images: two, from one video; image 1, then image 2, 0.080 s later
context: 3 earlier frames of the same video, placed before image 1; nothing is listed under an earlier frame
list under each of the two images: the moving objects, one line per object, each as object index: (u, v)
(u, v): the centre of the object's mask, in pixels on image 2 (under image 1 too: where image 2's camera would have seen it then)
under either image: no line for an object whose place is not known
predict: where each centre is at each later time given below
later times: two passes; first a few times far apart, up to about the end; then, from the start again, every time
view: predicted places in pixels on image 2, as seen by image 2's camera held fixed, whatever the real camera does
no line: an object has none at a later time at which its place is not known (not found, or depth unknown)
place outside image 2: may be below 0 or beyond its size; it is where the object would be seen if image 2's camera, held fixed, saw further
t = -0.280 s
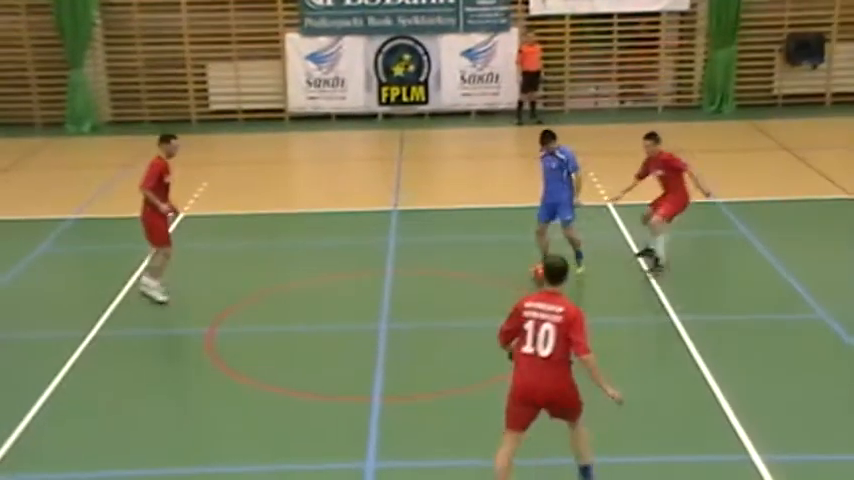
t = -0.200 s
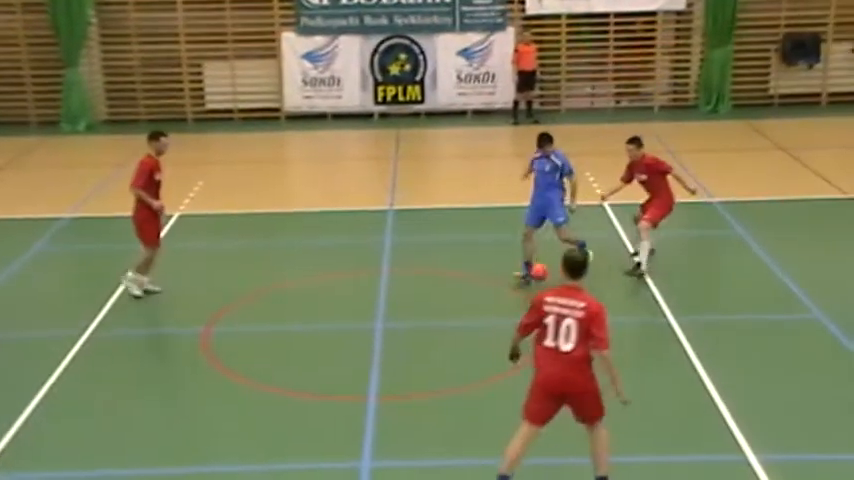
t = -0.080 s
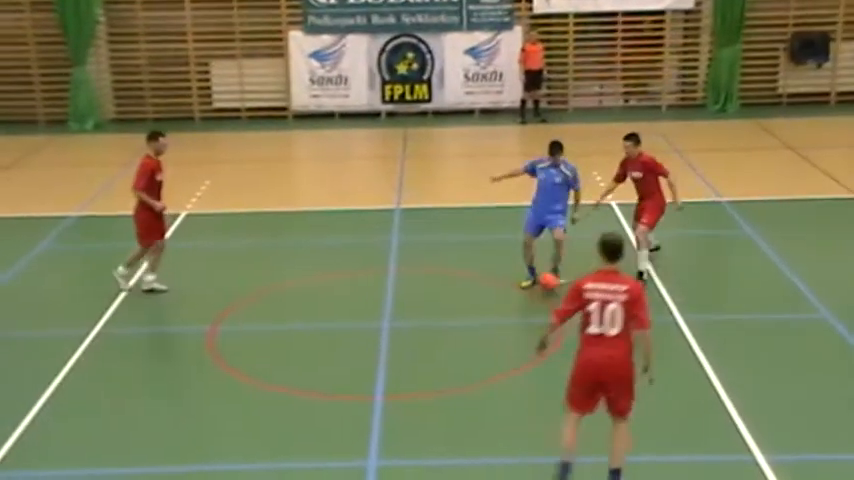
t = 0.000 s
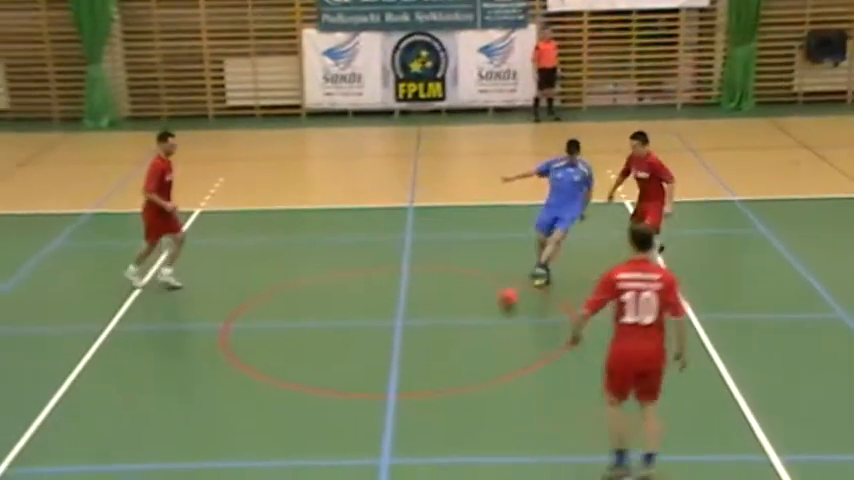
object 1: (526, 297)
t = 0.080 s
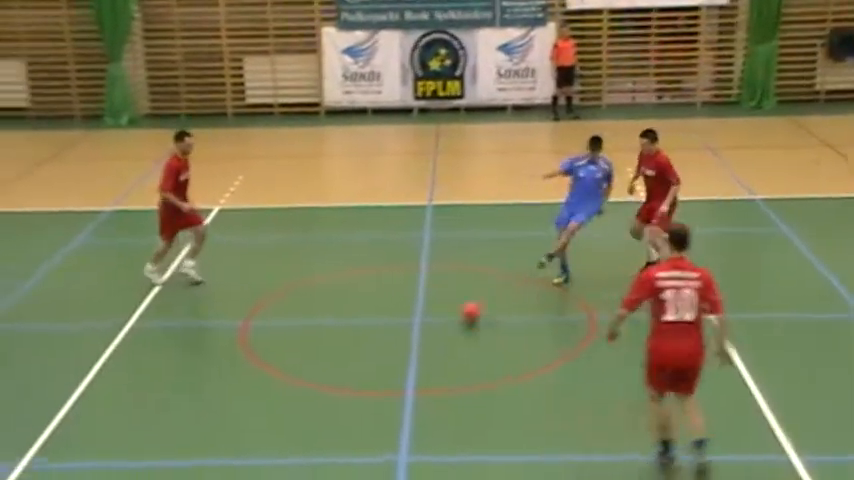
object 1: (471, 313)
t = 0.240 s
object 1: (353, 350)
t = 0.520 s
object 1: (140, 415)
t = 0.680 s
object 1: (17, 451)
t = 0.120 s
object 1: (440, 324)
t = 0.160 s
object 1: (412, 330)
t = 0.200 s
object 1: (383, 340)
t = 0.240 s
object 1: (353, 350)
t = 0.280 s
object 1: (325, 358)
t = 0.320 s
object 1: (294, 369)
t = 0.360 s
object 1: (264, 377)
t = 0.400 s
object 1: (233, 386)
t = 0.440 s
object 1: (202, 397)
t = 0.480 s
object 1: (171, 406)
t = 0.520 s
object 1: (140, 415)
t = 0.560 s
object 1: (109, 425)
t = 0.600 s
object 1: (79, 433)
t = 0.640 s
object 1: (48, 444)
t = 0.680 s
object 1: (17, 451)
